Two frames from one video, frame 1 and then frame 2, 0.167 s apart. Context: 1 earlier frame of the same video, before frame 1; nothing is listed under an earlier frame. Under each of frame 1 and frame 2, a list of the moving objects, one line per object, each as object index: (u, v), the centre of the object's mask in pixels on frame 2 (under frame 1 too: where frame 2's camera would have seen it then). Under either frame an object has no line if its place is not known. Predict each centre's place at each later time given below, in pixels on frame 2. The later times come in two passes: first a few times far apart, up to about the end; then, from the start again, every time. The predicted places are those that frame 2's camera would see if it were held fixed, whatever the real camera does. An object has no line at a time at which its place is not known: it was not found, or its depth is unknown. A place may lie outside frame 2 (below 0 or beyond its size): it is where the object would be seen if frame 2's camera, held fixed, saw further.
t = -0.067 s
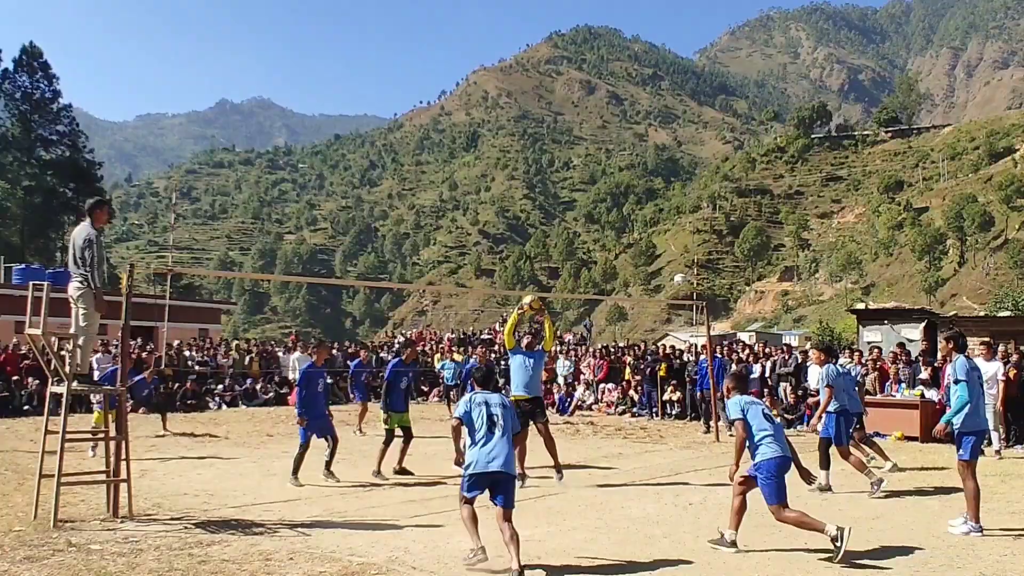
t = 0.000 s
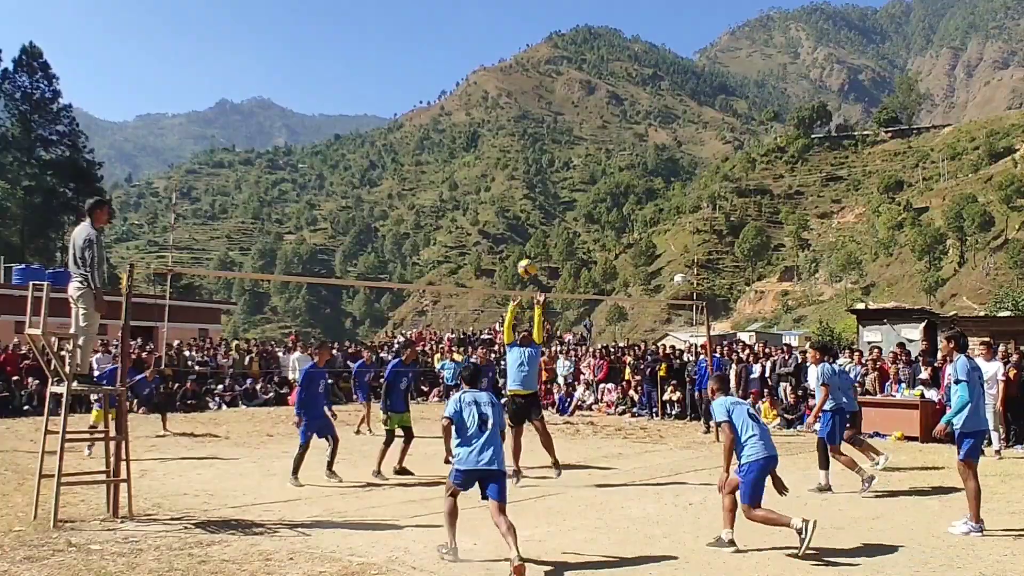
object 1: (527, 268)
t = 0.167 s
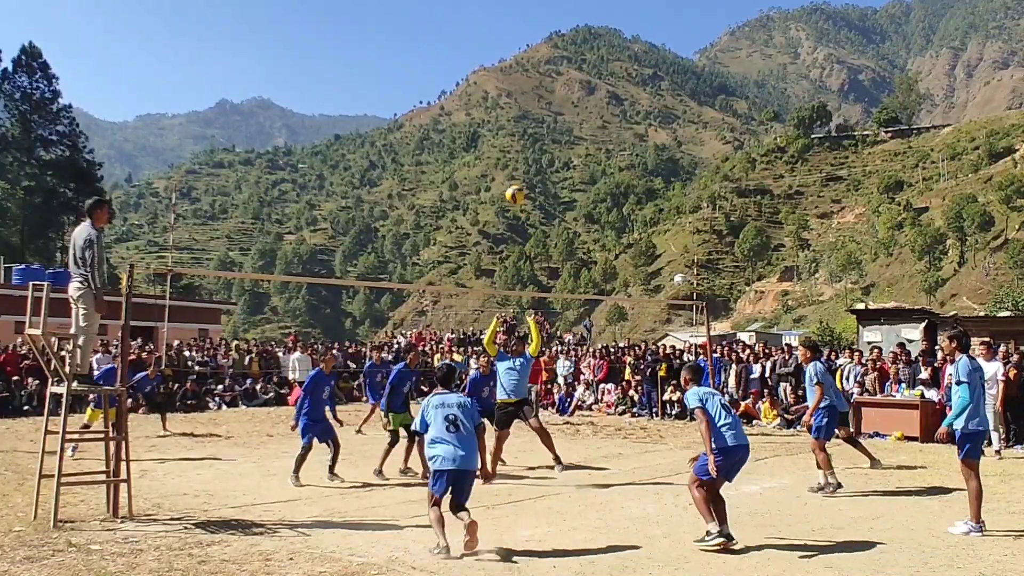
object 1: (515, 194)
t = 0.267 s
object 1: (507, 162)
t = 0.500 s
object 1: (487, 115)
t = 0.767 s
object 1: (461, 115)
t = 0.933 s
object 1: (444, 147)
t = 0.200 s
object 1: (512, 183)
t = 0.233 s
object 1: (510, 171)
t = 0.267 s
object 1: (507, 162)
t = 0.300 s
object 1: (504, 152)
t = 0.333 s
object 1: (501, 144)
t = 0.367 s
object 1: (498, 136)
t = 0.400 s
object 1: (495, 129)
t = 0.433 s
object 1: (492, 123)
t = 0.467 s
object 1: (489, 118)
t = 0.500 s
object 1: (487, 115)
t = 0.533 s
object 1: (484, 111)
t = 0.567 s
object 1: (481, 109)
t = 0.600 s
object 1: (477, 108)
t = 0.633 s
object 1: (475, 107)
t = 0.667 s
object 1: (471, 108)
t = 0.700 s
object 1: (468, 109)
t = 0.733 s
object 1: (465, 112)
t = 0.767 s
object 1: (461, 115)
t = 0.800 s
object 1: (458, 119)
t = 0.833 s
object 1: (455, 125)
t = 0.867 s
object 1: (451, 131)
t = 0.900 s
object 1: (448, 139)
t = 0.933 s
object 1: (444, 147)
